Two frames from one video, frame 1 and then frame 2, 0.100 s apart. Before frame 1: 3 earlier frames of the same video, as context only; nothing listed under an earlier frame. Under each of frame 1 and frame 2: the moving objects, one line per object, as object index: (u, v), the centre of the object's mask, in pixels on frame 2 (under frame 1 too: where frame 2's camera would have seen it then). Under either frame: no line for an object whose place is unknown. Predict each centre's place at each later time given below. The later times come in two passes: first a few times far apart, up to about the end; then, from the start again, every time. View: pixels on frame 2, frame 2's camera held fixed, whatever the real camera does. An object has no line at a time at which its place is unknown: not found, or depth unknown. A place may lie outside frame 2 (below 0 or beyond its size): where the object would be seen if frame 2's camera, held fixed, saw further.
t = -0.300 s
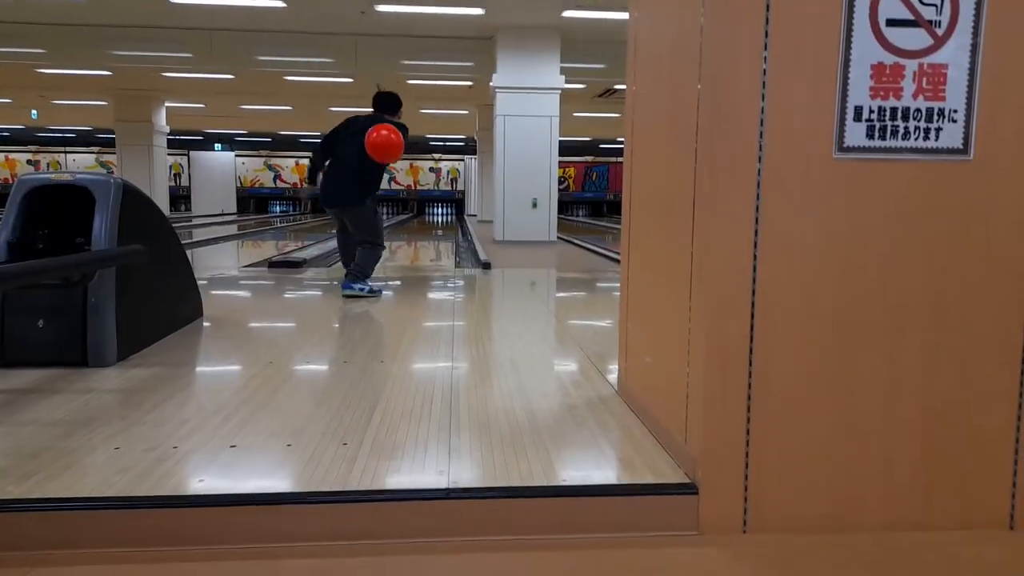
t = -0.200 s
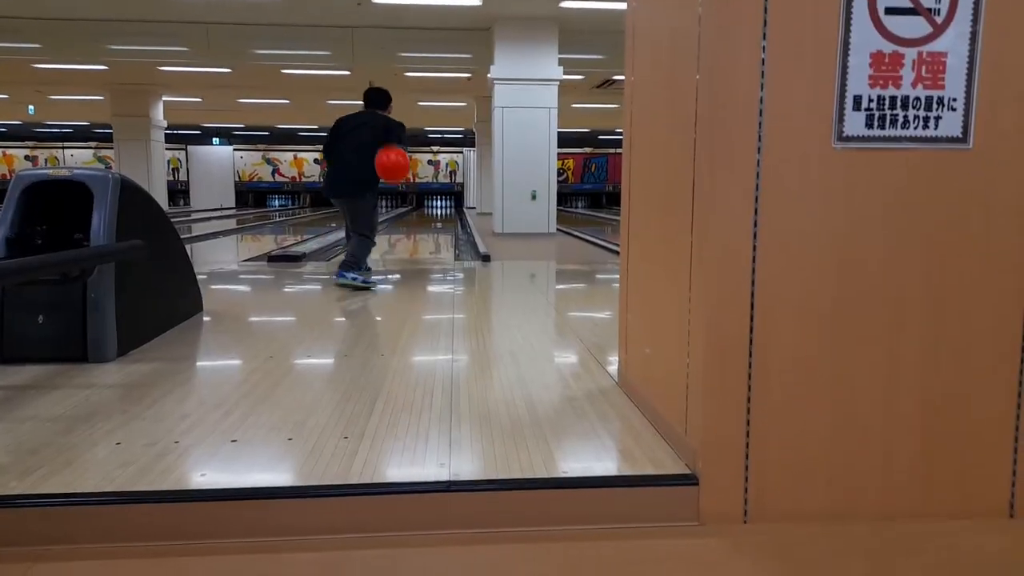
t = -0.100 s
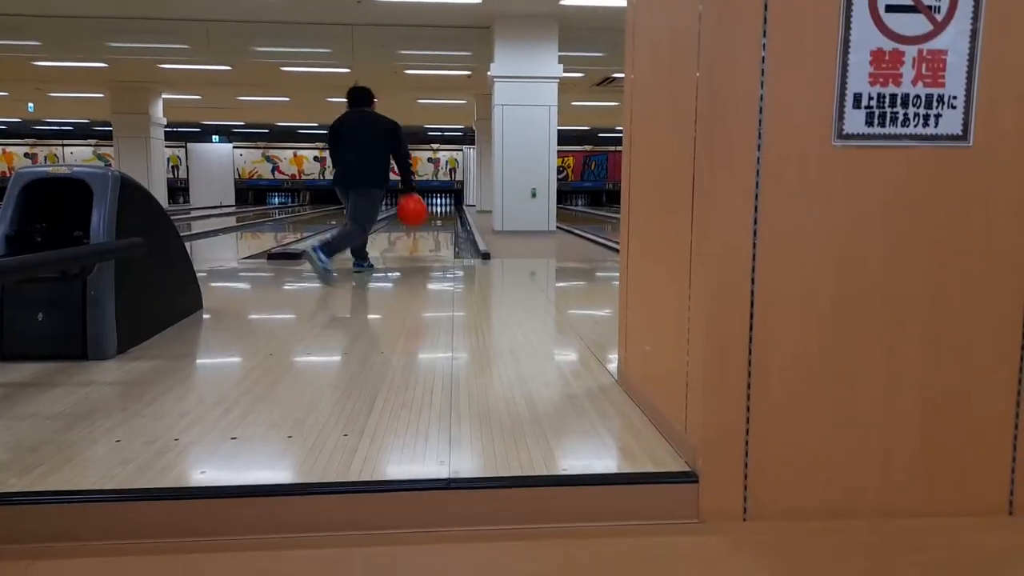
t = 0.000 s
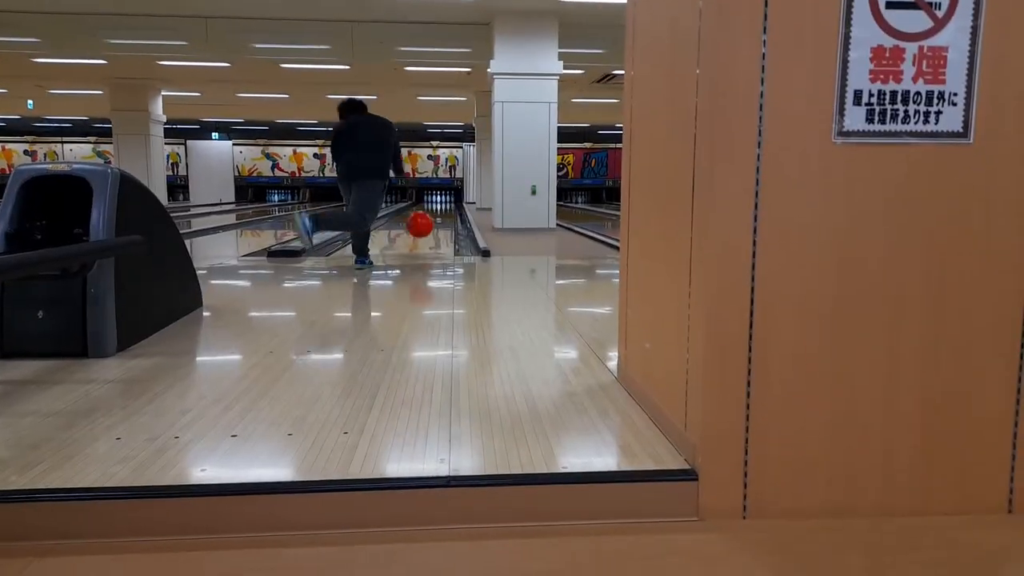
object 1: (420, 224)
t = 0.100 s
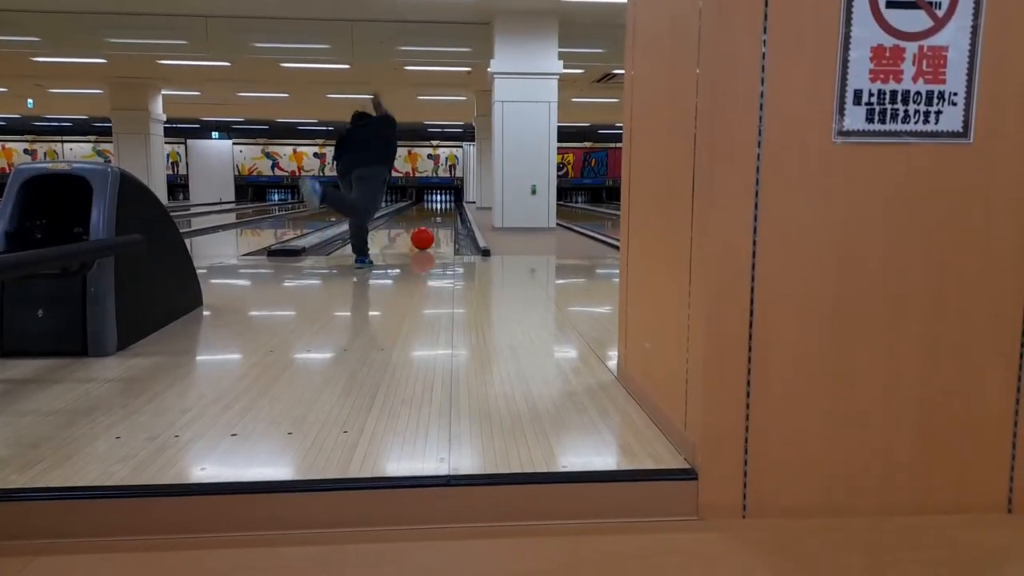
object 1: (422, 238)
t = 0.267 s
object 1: (425, 229)
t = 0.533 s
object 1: (428, 219)
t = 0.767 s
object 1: (429, 214)
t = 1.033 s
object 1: (431, 209)
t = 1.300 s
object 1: (432, 206)
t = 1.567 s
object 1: (432, 203)
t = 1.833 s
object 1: (432, 201)
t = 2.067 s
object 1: (432, 200)
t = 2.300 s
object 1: (432, 199)
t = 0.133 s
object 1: (423, 235)
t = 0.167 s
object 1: (423, 233)
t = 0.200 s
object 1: (424, 232)
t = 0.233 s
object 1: (424, 230)
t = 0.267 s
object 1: (425, 229)
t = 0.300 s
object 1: (426, 227)
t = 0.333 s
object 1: (426, 226)
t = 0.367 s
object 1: (426, 224)
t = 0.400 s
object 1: (427, 223)
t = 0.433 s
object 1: (427, 222)
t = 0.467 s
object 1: (428, 221)
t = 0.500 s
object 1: (428, 220)
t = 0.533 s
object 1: (428, 219)
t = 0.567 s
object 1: (428, 218)
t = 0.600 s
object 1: (429, 217)
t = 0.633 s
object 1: (429, 216)
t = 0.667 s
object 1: (429, 216)
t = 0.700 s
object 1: (429, 215)
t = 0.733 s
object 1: (429, 215)
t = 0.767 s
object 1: (429, 214)
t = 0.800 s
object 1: (430, 213)
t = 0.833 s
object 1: (430, 213)
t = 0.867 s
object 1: (430, 212)
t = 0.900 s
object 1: (431, 211)
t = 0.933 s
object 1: (431, 211)
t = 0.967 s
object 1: (431, 210)
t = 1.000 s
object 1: (431, 210)
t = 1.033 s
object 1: (431, 209)
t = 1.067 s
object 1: (432, 209)
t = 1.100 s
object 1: (431, 208)
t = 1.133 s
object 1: (431, 208)
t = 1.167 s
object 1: (432, 207)
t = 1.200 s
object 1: (431, 207)
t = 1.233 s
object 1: (432, 207)
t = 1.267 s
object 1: (432, 206)
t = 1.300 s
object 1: (432, 206)
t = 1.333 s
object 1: (432, 206)
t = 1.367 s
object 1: (432, 205)
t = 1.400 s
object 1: (432, 205)
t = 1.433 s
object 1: (432, 204)
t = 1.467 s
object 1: (432, 204)
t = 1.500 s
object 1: (432, 204)
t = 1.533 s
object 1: (432, 204)
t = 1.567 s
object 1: (432, 203)
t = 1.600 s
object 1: (433, 203)
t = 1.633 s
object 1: (433, 203)
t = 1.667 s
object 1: (433, 202)
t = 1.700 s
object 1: (432, 202)
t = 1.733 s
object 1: (432, 202)
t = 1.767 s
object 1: (433, 202)
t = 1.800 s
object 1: (433, 201)
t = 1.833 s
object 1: (432, 201)
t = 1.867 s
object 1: (432, 201)
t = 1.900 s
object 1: (432, 200)
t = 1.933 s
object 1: (432, 200)
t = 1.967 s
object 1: (432, 200)
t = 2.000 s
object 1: (432, 200)
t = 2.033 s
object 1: (432, 200)
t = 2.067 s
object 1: (432, 200)
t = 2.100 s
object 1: (432, 200)
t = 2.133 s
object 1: (432, 200)
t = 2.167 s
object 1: (432, 200)
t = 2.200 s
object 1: (432, 200)
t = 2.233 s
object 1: (432, 199)
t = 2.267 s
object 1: (432, 199)
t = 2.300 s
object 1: (432, 199)
